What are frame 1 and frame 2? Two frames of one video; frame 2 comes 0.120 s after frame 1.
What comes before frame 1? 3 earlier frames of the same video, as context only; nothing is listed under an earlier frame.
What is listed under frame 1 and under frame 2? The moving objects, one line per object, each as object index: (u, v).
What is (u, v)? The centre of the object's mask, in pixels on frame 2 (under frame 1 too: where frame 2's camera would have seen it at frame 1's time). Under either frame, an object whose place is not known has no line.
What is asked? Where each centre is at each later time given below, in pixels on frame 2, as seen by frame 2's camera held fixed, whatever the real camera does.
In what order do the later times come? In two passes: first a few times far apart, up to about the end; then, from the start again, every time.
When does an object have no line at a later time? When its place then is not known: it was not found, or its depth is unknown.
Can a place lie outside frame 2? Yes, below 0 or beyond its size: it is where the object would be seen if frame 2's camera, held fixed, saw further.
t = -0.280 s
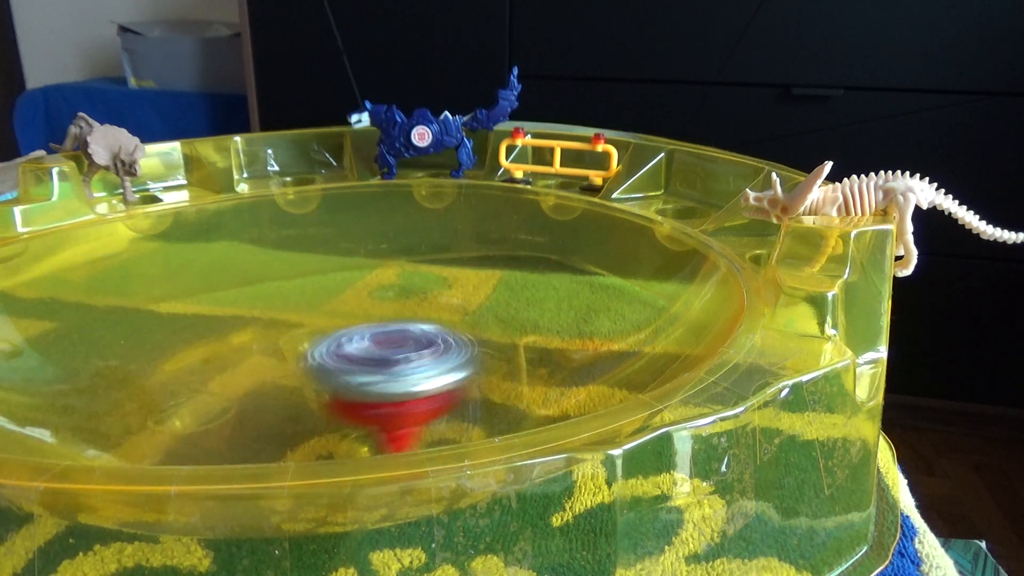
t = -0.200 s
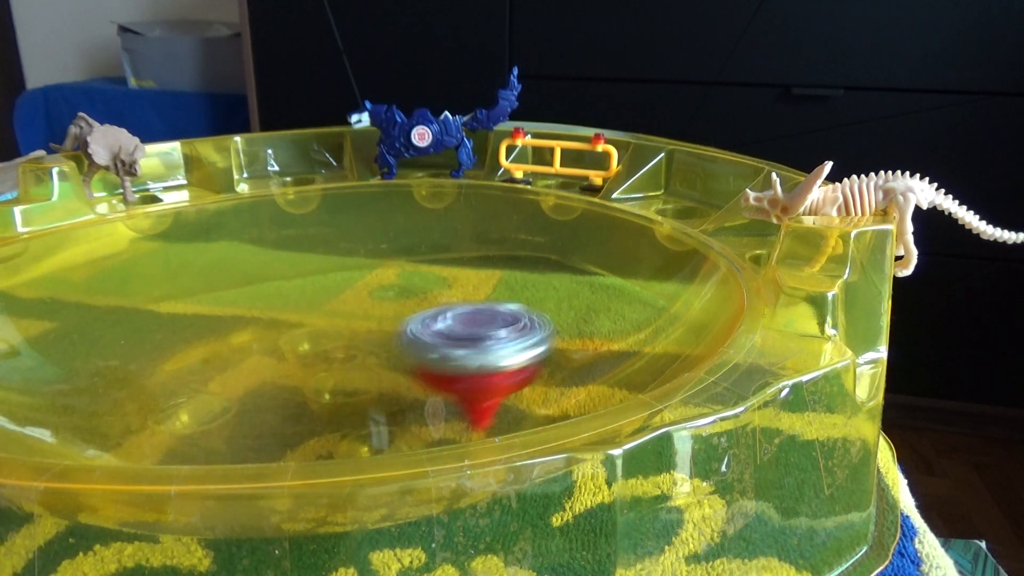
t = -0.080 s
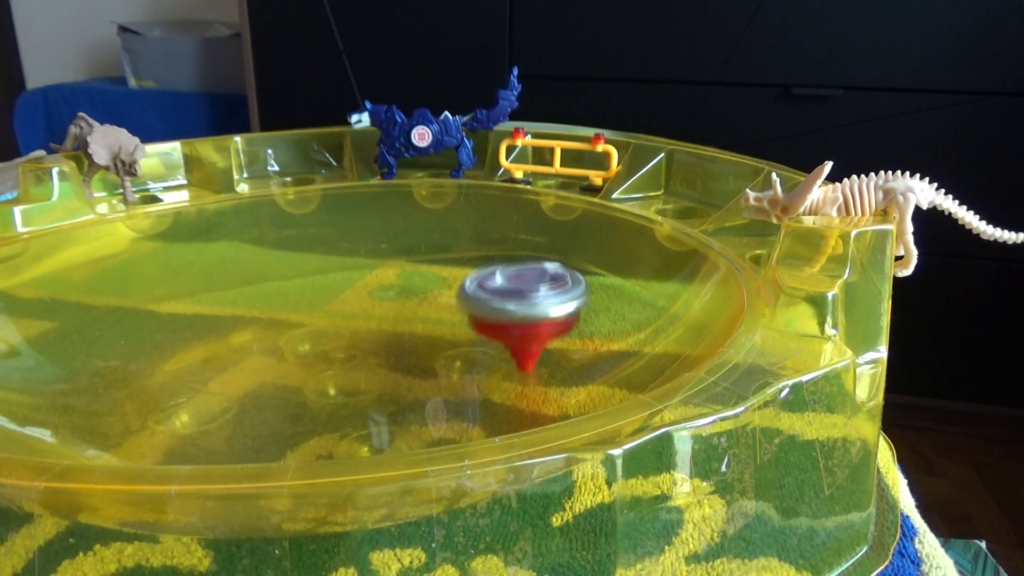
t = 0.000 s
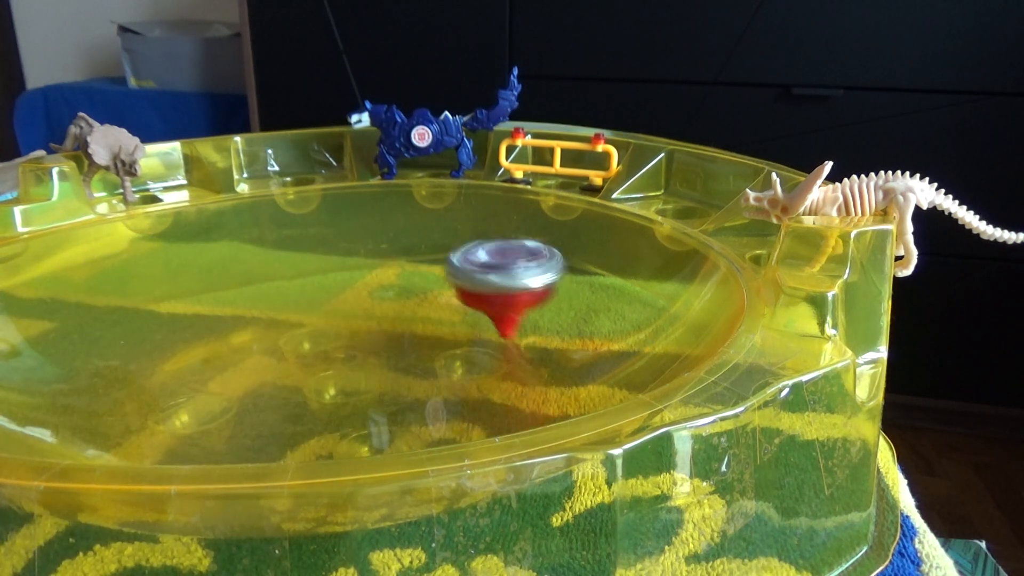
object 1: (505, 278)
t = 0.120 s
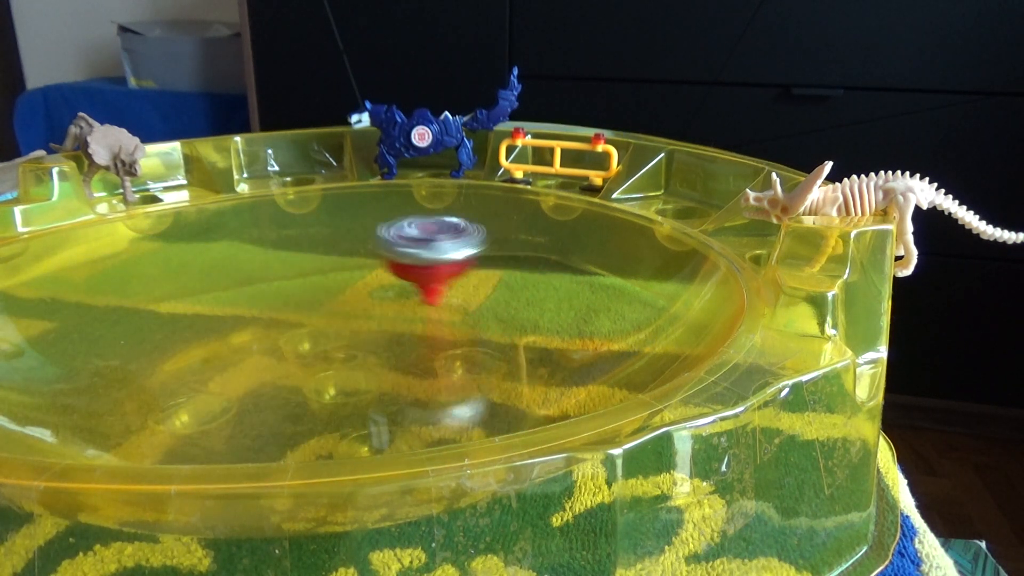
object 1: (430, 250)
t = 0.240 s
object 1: (322, 244)
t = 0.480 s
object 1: (112, 304)
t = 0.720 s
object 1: (251, 377)
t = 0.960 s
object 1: (507, 321)
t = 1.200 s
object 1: (437, 249)
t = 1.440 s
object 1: (212, 263)
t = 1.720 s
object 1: (151, 366)
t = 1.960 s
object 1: (424, 363)
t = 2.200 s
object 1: (493, 281)
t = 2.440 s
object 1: (326, 246)
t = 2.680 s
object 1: (123, 299)
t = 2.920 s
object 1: (233, 370)
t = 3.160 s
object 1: (484, 326)
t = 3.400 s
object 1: (451, 255)
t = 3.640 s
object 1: (246, 258)
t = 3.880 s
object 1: (124, 337)
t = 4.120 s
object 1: (316, 375)
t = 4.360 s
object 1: (489, 309)
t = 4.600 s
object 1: (395, 253)
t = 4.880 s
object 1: (161, 281)
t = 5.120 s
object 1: (184, 355)
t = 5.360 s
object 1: (428, 341)
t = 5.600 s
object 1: (470, 272)
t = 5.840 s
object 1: (306, 252)
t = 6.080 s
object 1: (142, 308)
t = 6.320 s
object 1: (225, 367)
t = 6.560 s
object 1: (437, 333)
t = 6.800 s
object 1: (424, 269)
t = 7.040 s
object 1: (260, 256)
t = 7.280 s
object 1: (145, 321)
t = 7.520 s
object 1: (308, 351)
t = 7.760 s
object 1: (466, 304)
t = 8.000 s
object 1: (394, 256)
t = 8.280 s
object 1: (195, 286)
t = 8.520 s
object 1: (181, 342)
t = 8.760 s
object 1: (341, 347)
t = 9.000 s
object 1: (436, 298)
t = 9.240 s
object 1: (352, 258)
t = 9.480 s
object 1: (195, 284)
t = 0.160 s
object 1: (398, 246)
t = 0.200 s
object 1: (360, 244)
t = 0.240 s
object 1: (322, 244)
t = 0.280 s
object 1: (280, 247)
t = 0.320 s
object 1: (240, 253)
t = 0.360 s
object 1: (200, 261)
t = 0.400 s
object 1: (164, 273)
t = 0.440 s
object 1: (133, 288)
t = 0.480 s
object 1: (112, 304)
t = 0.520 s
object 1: (100, 323)
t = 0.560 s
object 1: (103, 341)
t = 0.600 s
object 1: (123, 356)
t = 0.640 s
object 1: (157, 367)
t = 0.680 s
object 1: (202, 374)
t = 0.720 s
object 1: (251, 377)
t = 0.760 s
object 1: (307, 376)
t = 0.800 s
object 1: (360, 370)
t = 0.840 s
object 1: (409, 361)
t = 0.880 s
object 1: (453, 349)
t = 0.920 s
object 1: (486, 335)
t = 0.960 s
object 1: (507, 321)
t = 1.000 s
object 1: (516, 305)
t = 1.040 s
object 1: (515, 291)
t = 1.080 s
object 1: (505, 278)
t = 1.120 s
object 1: (490, 266)
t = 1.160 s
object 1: (466, 257)
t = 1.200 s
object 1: (437, 249)
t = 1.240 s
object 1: (404, 245)
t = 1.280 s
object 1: (367, 244)
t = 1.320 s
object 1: (330, 244)
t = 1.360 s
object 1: (290, 248)
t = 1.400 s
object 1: (251, 254)
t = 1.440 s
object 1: (212, 263)
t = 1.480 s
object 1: (177, 275)
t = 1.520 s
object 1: (148, 289)
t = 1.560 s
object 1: (125, 304)
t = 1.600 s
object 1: (113, 321)
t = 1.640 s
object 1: (110, 338)
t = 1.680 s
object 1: (123, 354)
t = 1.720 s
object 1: (151, 366)
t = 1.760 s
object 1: (186, 375)
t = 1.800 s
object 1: (229, 380)
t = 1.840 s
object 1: (277, 381)
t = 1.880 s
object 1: (329, 379)
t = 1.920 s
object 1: (379, 373)
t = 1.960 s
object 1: (424, 363)
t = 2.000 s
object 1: (461, 351)
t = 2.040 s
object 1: (490, 337)
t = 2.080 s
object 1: (505, 322)
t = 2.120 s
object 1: (509, 308)
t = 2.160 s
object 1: (505, 294)
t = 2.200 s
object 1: (493, 281)
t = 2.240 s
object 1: (476, 271)
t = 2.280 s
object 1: (453, 262)
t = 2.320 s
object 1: (427, 255)
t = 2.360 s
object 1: (396, 249)
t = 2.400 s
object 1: (363, 247)
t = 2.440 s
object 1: (326, 246)
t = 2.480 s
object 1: (288, 249)
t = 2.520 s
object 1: (249, 253)
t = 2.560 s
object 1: (211, 260)
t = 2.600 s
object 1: (177, 270)
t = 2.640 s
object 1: (146, 284)
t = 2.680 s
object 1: (123, 299)
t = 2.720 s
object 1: (110, 316)
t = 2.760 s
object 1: (109, 333)
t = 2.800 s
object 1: (123, 349)
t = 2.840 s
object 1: (152, 358)
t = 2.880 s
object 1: (190, 366)
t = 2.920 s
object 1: (233, 370)
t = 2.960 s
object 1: (283, 371)
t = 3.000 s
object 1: (334, 367)
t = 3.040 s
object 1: (381, 360)
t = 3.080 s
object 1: (423, 351)
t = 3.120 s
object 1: (458, 340)
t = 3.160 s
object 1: (484, 326)
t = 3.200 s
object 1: (500, 313)
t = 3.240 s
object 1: (504, 298)
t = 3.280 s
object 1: (500, 286)
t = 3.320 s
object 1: (490, 274)
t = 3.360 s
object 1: (474, 264)
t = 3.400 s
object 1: (451, 255)
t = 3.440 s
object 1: (423, 250)
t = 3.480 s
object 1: (391, 246)
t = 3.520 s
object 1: (357, 245)
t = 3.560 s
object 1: (321, 247)
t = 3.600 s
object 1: (283, 251)
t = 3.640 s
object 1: (246, 258)
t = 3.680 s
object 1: (211, 267)
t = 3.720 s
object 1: (180, 278)
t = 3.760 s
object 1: (154, 291)
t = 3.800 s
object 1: (136, 306)
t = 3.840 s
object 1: (125, 321)
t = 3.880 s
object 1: (124, 337)
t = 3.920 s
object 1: (136, 350)
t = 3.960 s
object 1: (158, 359)
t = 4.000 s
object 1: (187, 368)
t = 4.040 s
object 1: (226, 374)
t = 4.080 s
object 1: (268, 376)
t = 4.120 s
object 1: (316, 375)
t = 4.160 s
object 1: (362, 369)
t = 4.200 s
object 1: (404, 360)
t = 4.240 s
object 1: (439, 349)
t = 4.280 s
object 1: (465, 337)
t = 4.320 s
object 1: (482, 324)
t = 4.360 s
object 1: (489, 309)
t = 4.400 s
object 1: (486, 297)
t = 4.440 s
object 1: (477, 285)
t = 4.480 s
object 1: (462, 275)
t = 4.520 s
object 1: (443, 266)
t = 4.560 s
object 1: (421, 259)
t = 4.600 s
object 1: (395, 253)
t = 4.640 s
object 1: (364, 250)
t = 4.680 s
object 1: (331, 249)
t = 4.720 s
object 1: (296, 250)
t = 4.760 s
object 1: (260, 253)
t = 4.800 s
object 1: (224, 259)
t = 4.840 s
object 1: (192, 268)
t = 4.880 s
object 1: (161, 281)
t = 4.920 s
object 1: (139, 294)
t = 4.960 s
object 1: (125, 310)
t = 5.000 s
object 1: (122, 325)
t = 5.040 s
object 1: (132, 339)
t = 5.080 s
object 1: (154, 348)
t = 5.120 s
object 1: (184, 355)
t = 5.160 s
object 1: (222, 361)
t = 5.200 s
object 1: (263, 364)
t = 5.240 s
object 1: (309, 363)
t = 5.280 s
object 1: (353, 358)
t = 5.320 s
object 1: (392, 351)
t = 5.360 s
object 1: (428, 341)
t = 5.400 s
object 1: (457, 330)
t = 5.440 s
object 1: (478, 318)
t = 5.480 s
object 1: (488, 305)
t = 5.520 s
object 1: (489, 293)
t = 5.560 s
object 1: (483, 282)
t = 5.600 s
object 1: (470, 272)
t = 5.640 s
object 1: (454, 263)
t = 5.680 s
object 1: (431, 256)
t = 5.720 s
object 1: (404, 252)
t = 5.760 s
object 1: (373, 249)
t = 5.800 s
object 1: (341, 249)
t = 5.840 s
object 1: (306, 252)
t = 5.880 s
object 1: (271, 257)
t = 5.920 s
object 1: (238, 263)
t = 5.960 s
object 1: (207, 272)
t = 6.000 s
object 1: (179, 284)
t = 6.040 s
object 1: (157, 296)
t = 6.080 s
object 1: (142, 308)
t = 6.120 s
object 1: (135, 322)
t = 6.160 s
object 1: (136, 335)
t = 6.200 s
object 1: (146, 345)
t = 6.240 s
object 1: (165, 354)
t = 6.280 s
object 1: (192, 361)
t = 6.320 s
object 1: (225, 367)
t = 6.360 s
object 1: (264, 369)
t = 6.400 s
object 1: (307, 367)
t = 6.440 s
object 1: (347, 361)
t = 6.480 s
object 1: (383, 353)
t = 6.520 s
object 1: (414, 344)
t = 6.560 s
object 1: (437, 333)
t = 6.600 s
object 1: (453, 321)
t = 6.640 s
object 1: (460, 309)
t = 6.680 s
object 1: (460, 298)
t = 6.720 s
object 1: (453, 287)
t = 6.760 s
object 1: (441, 277)
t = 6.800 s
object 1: (424, 269)
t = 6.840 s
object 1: (404, 262)
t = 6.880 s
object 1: (382, 257)
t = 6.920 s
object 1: (355, 253)
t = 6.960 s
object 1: (325, 251)
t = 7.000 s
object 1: (294, 252)
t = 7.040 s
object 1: (260, 256)
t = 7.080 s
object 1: (228, 262)
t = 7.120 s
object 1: (198, 271)
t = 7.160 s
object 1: (173, 282)
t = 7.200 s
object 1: (153, 295)
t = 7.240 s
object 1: (143, 308)
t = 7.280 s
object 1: (145, 321)
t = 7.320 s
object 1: (156, 331)
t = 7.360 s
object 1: (175, 339)
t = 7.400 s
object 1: (201, 346)
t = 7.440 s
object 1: (234, 351)
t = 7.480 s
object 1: (270, 353)
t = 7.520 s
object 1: (308, 351)
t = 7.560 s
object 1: (345, 348)
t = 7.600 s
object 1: (380, 341)
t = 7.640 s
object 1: (411, 334)
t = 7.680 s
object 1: (436, 325)
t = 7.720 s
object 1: (456, 315)
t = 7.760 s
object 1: (466, 304)
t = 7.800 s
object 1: (469, 293)
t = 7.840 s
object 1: (464, 283)
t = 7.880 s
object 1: (453, 273)
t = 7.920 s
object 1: (437, 266)
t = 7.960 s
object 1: (417, 260)
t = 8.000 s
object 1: (394, 256)
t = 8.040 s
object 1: (366, 254)
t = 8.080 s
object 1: (337, 254)
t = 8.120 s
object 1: (306, 256)
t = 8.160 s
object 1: (274, 261)
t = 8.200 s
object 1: (245, 268)
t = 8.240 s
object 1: (219, 276)
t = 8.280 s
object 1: (195, 286)
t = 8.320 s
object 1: (179, 296)
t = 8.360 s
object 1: (168, 306)
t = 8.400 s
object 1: (162, 315)
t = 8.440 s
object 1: (161, 325)
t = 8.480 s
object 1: (167, 335)
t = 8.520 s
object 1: (181, 342)
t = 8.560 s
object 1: (200, 348)
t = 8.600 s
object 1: (225, 352)
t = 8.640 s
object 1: (253, 355)
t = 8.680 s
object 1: (283, 355)
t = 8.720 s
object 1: (312, 352)
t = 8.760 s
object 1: (341, 347)
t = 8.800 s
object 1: (369, 341)
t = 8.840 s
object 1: (391, 334)
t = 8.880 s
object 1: (410, 325)
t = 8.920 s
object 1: (424, 317)
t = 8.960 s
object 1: (433, 308)
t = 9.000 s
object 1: (436, 298)
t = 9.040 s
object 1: (433, 288)
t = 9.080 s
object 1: (424, 279)
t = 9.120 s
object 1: (411, 272)
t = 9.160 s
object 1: (394, 266)
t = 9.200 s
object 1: (374, 261)
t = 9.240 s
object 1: (352, 258)
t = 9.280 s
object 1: (328, 256)
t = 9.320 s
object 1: (300, 257)
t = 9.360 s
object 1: (270, 260)
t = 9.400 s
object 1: (242, 266)
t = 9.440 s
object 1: (216, 274)
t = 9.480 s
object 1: (195, 284)
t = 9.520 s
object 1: (181, 294)
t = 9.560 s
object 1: (176, 303)
